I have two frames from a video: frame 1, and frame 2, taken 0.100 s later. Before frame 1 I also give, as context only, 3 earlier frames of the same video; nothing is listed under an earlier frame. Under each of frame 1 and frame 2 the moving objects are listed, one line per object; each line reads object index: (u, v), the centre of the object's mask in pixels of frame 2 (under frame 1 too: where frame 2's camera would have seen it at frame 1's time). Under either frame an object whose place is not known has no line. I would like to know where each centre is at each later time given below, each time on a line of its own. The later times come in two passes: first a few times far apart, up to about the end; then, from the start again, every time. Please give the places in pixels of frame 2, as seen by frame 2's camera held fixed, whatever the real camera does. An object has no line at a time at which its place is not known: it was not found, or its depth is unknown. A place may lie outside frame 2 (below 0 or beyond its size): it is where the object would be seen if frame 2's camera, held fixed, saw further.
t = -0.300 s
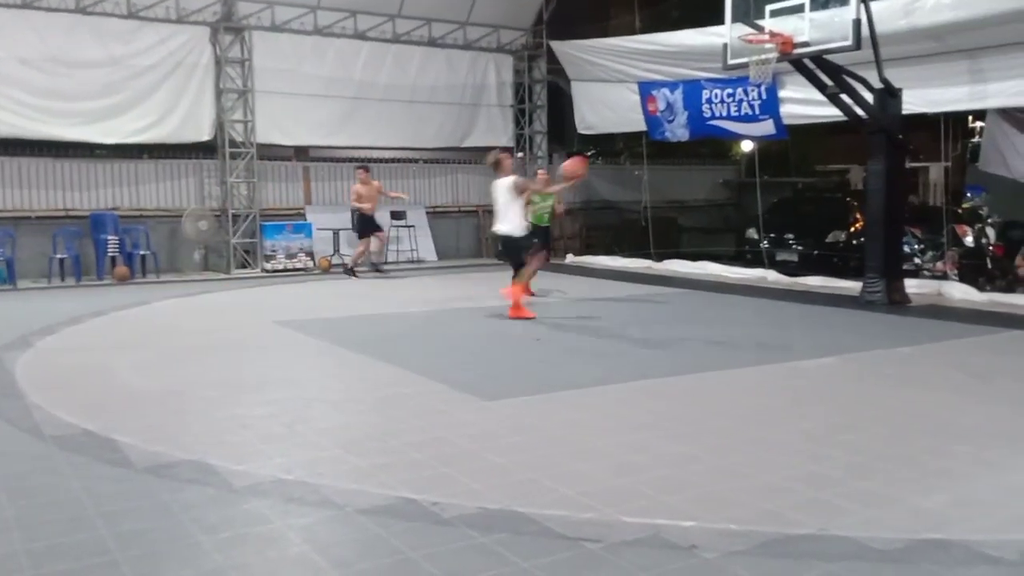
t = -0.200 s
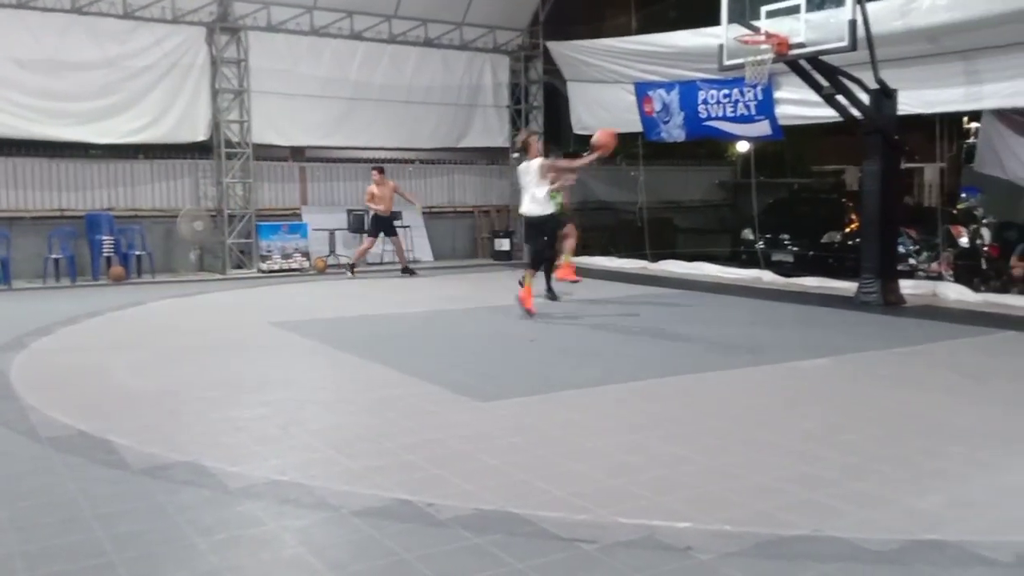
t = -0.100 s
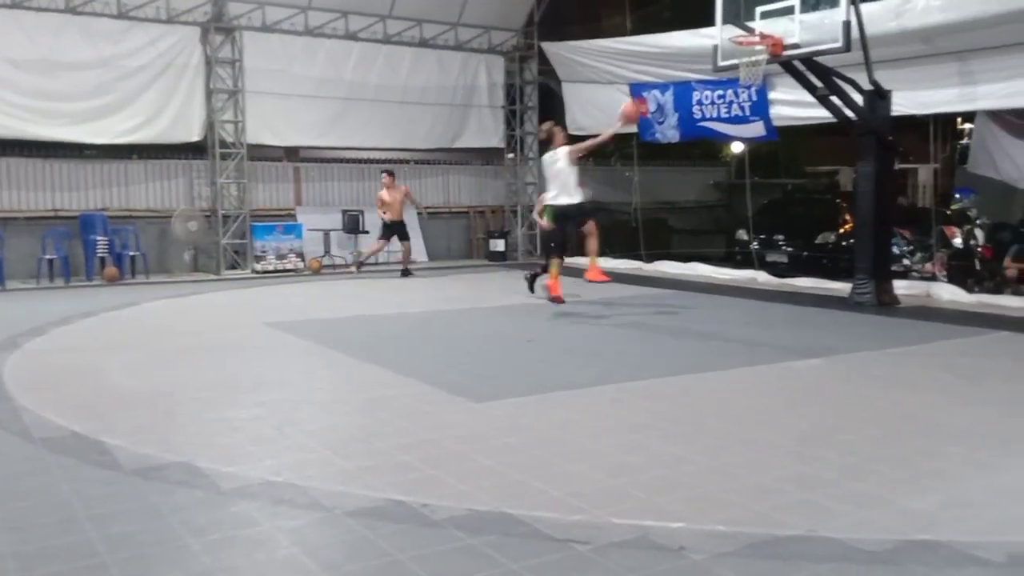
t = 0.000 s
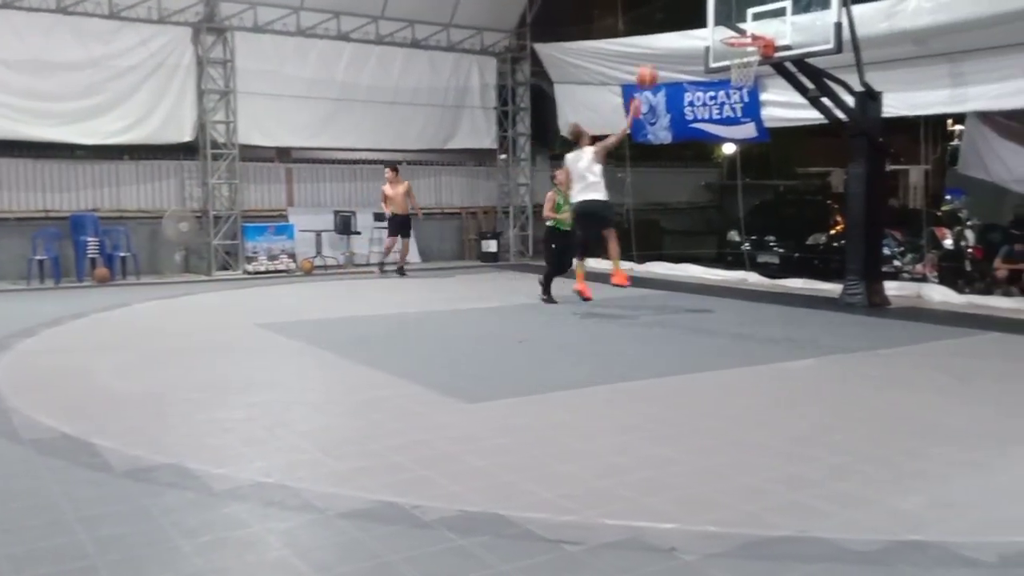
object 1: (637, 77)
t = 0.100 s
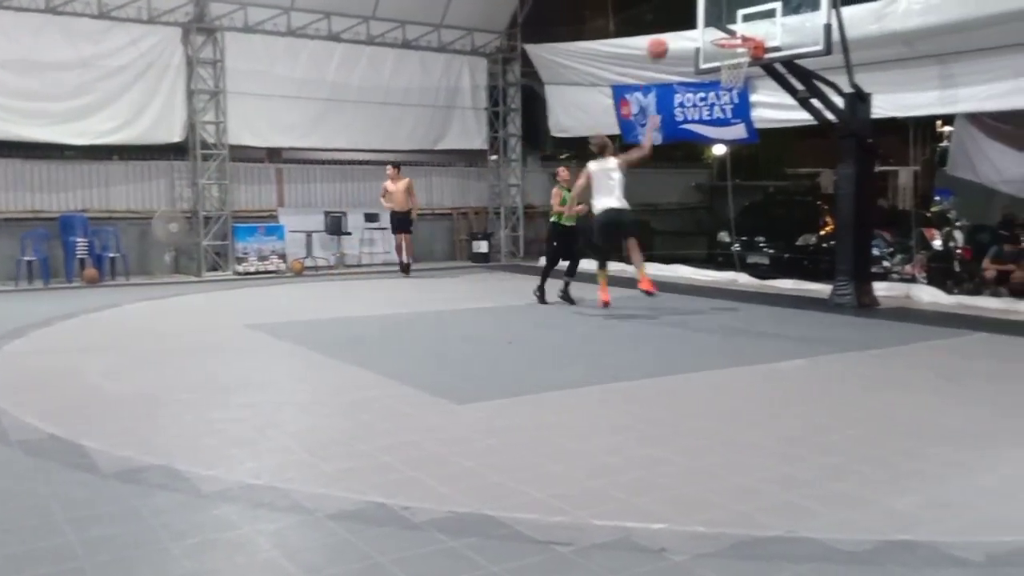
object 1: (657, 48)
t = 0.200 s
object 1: (677, 27)
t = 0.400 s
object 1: (717, 14)
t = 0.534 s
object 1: (742, 27)
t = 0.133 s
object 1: (664, 39)
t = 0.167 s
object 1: (670, 33)
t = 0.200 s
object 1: (677, 27)
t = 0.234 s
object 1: (684, 22)
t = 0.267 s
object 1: (689, 19)
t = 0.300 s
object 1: (696, 16)
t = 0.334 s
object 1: (704, 16)
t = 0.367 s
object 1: (711, 14)
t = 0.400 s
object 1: (717, 14)
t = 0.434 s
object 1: (722, 16)
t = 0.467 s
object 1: (728, 18)
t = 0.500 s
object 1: (734, 23)
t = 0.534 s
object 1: (742, 27)
